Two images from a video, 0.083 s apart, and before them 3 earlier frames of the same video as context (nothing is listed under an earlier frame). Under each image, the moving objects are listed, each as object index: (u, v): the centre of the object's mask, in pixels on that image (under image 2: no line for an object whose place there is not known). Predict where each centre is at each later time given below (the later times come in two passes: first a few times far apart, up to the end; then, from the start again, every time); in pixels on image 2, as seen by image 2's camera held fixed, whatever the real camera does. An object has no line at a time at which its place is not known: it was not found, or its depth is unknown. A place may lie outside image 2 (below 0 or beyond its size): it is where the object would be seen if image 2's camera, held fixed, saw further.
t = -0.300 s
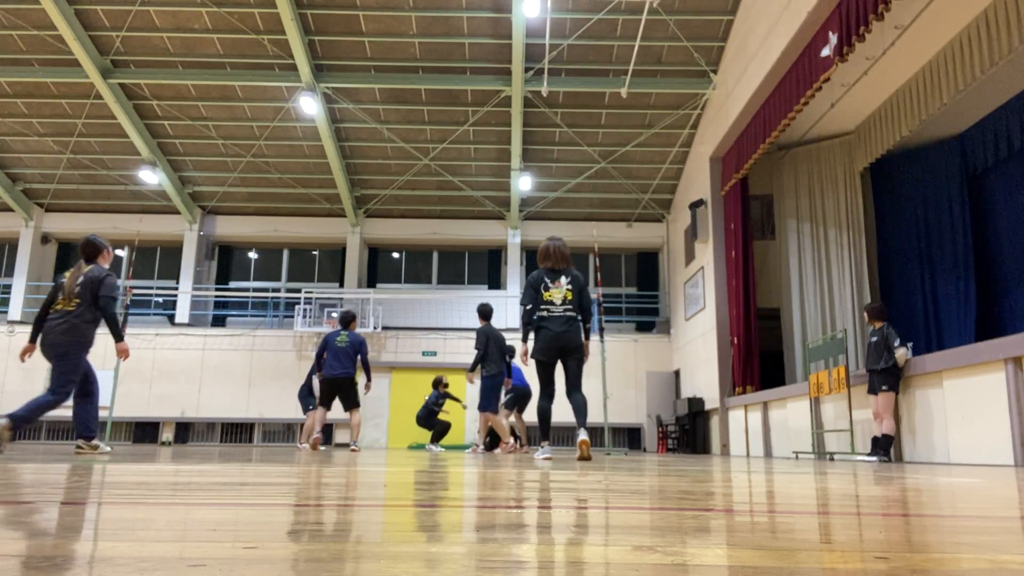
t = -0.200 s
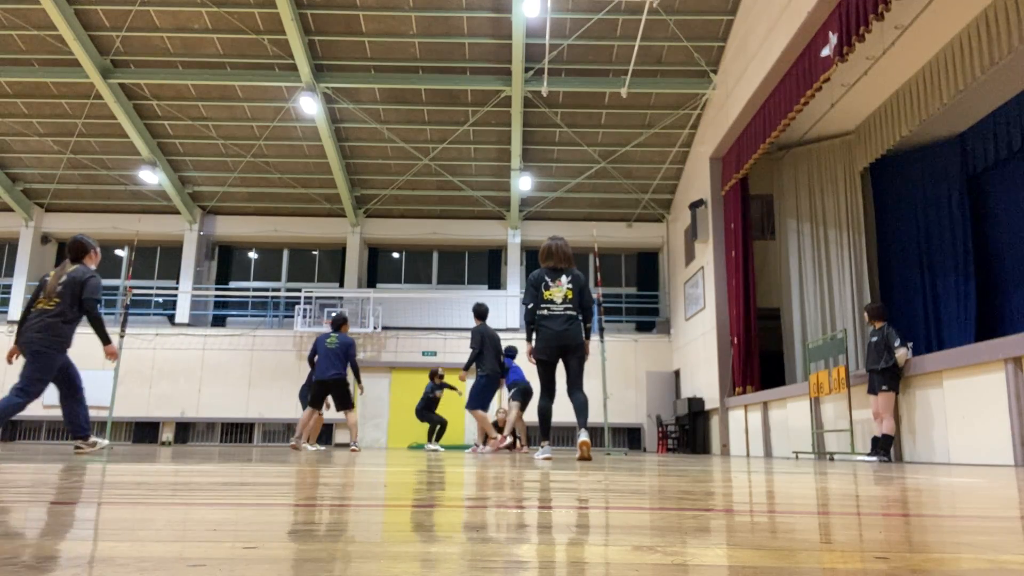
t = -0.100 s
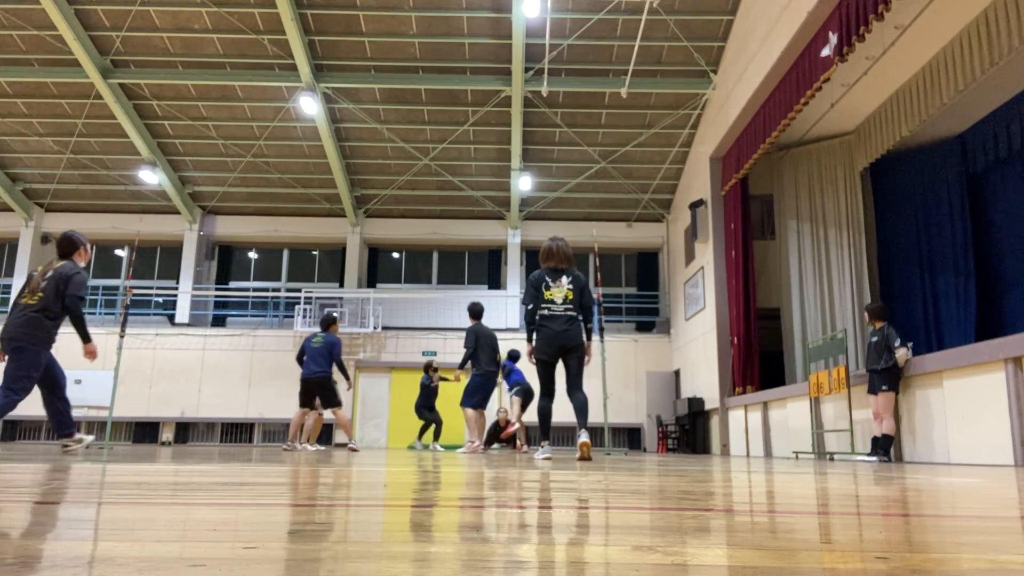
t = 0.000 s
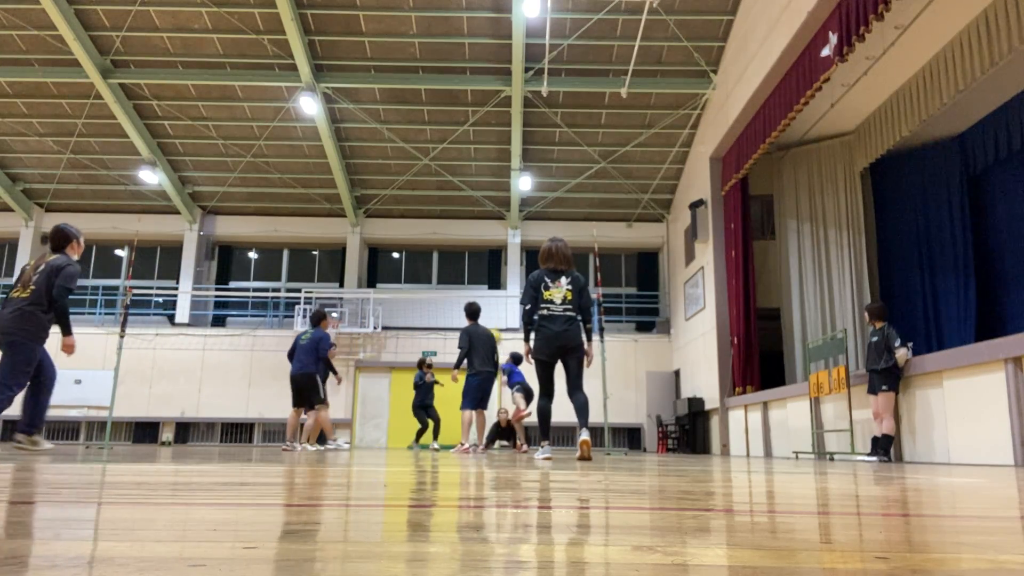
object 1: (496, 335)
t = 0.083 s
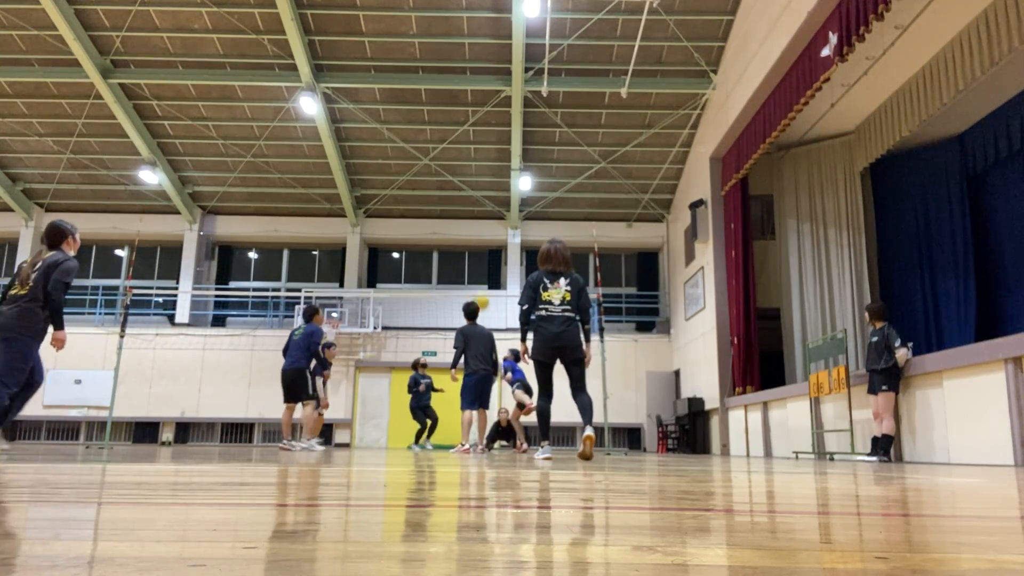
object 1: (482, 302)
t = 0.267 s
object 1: (449, 236)
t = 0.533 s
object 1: (396, 174)
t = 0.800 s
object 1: (334, 163)
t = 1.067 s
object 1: (250, 225)
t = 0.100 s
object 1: (478, 293)
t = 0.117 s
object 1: (475, 286)
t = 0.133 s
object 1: (472, 280)
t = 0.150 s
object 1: (470, 274)
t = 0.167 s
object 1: (467, 269)
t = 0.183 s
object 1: (464, 262)
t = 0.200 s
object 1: (461, 257)
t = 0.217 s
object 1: (458, 251)
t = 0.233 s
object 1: (455, 246)
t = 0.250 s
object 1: (452, 241)
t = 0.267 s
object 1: (449, 236)
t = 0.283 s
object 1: (445, 230)
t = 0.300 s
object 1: (443, 225)
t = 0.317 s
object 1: (439, 220)
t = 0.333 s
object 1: (436, 216)
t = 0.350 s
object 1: (433, 211)
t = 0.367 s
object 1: (429, 207)
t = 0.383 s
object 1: (427, 204)
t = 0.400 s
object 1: (423, 200)
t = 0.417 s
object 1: (420, 196)
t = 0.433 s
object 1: (416, 192)
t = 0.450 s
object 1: (413, 189)
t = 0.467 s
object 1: (410, 185)
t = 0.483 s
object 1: (406, 182)
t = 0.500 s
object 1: (403, 179)
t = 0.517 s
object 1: (399, 176)
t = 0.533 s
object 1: (396, 174)
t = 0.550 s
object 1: (392, 171)
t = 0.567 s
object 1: (389, 169)
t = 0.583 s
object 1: (385, 167)
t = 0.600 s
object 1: (382, 166)
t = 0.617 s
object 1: (378, 164)
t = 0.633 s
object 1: (375, 163)
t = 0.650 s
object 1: (371, 162)
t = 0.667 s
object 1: (367, 161)
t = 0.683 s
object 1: (363, 160)
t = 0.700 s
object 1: (359, 160)
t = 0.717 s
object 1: (355, 160)
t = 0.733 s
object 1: (351, 160)
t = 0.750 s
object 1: (347, 160)
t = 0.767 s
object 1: (343, 161)
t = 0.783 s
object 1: (338, 162)
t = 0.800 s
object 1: (334, 163)
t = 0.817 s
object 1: (329, 164)
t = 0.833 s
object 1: (324, 166)
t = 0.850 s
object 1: (319, 169)
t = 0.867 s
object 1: (315, 171)
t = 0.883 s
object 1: (310, 173)
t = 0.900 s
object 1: (305, 176)
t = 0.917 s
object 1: (300, 180)
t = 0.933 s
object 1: (295, 183)
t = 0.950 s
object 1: (290, 187)
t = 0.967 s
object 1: (284, 191)
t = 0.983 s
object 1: (279, 197)
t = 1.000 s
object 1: (273, 201)
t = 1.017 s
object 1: (268, 206)
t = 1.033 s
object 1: (262, 212)
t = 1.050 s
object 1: (256, 218)
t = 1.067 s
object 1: (250, 225)
